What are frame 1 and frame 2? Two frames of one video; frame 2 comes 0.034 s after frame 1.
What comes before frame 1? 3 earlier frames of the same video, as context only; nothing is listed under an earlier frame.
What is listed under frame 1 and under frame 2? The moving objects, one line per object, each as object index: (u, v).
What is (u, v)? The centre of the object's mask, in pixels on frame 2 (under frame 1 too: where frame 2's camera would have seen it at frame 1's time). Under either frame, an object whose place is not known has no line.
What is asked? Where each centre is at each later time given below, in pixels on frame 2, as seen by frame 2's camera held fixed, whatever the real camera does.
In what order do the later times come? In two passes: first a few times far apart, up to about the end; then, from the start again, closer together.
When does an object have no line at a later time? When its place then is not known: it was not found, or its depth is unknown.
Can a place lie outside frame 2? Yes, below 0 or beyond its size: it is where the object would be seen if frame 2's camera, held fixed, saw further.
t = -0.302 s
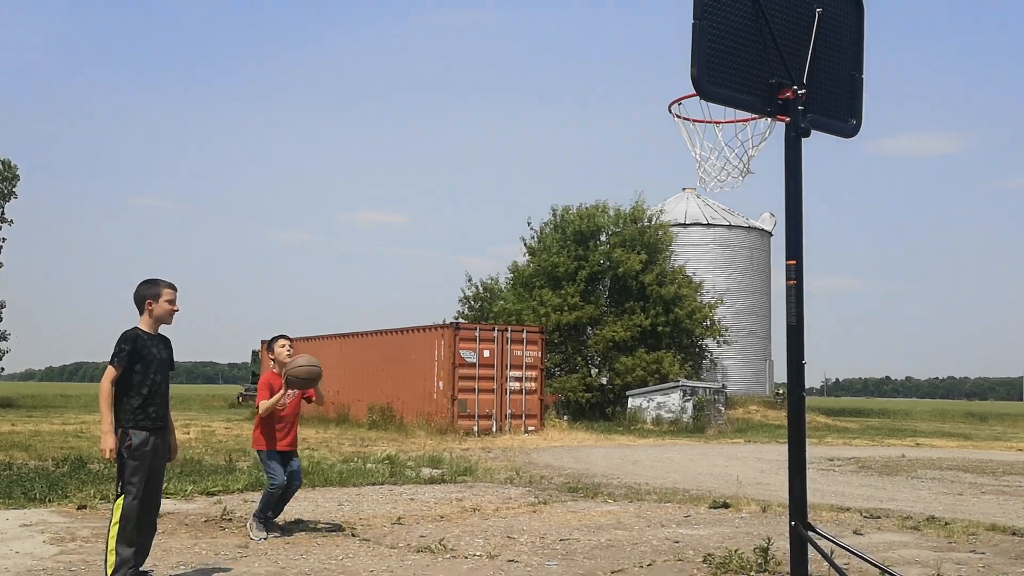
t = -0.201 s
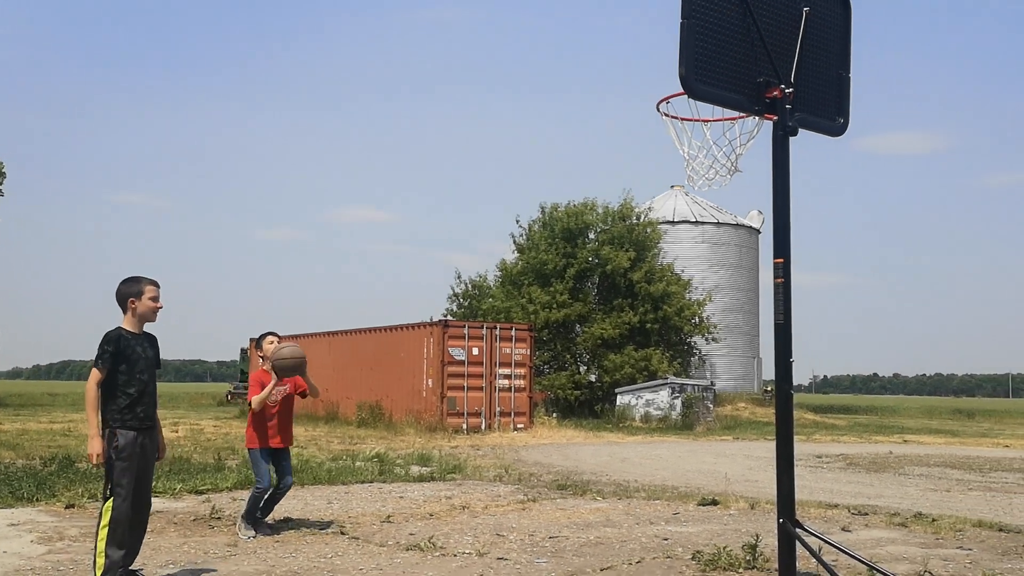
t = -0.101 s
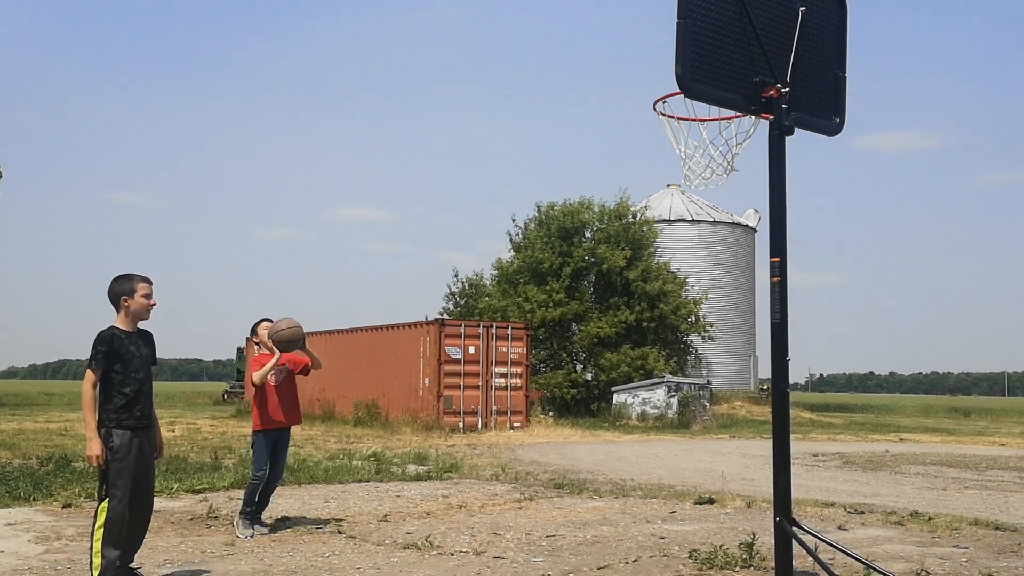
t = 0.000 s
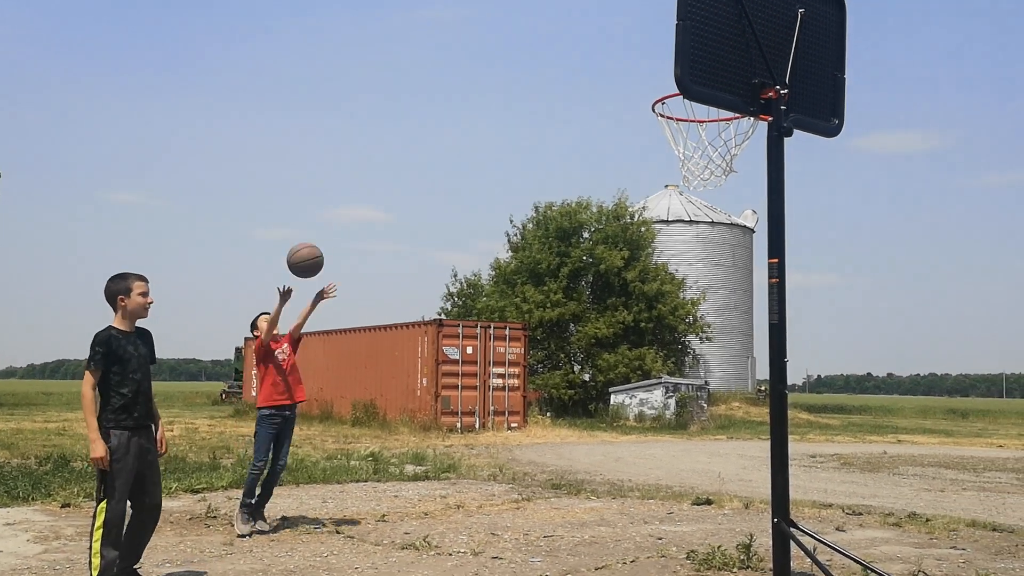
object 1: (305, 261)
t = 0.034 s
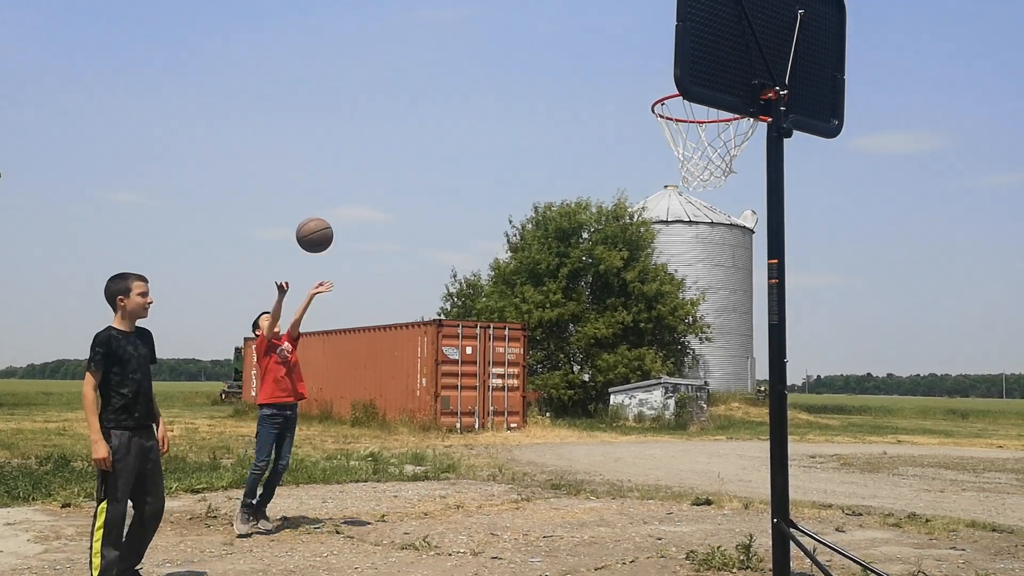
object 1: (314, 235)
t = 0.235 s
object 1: (372, 106)
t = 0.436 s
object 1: (440, 25)
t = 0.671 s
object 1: (530, 13)
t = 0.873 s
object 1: (624, 75)
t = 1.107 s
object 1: (566, 108)
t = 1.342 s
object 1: (481, 214)
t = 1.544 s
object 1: (413, 386)
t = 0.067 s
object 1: (323, 210)
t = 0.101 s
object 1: (332, 187)
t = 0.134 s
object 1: (341, 165)
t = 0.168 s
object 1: (351, 144)
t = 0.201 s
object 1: (361, 124)
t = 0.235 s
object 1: (372, 106)
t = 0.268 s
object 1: (383, 89)
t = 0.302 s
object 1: (394, 73)
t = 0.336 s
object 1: (405, 59)
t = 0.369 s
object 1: (416, 46)
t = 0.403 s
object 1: (428, 35)
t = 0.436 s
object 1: (440, 25)
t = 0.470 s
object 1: (452, 18)
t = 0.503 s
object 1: (465, 15)
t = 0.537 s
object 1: (477, 13)
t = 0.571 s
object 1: (490, 11)
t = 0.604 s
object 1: (503, 11)
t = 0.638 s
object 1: (516, 12)
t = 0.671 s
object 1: (530, 13)
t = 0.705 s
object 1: (544, 16)
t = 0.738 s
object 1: (560, 21)
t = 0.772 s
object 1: (575, 28)
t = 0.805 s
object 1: (591, 41)
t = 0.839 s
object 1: (607, 56)
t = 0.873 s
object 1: (624, 75)
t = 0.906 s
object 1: (641, 96)
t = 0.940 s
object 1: (631, 96)
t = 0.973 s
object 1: (618, 94)
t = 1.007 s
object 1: (605, 94)
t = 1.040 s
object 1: (592, 96)
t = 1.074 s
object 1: (579, 101)
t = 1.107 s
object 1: (566, 108)
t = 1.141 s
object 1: (554, 116)
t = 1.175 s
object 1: (541, 128)
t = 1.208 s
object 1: (529, 141)
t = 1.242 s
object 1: (517, 156)
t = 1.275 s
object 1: (504, 173)
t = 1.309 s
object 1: (493, 193)
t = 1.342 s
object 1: (481, 214)
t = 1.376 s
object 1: (469, 238)
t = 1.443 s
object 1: (447, 290)
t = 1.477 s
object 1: (435, 320)
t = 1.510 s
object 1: (424, 352)
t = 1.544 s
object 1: (413, 386)
